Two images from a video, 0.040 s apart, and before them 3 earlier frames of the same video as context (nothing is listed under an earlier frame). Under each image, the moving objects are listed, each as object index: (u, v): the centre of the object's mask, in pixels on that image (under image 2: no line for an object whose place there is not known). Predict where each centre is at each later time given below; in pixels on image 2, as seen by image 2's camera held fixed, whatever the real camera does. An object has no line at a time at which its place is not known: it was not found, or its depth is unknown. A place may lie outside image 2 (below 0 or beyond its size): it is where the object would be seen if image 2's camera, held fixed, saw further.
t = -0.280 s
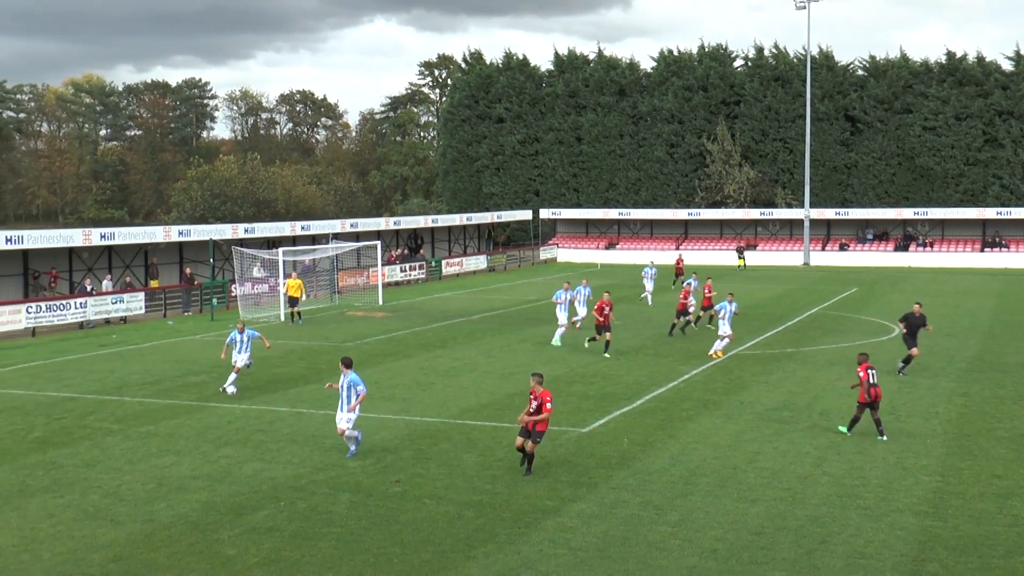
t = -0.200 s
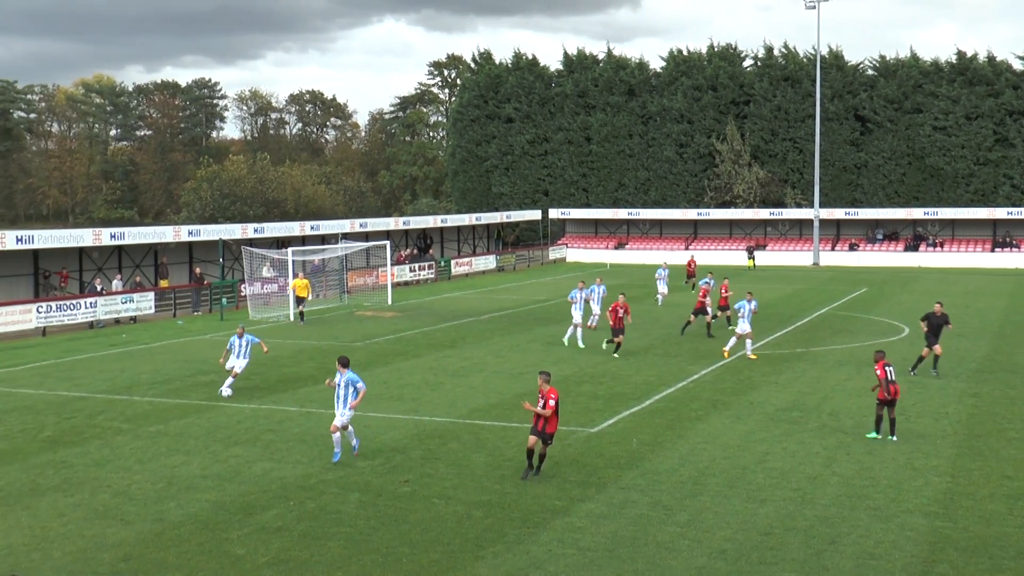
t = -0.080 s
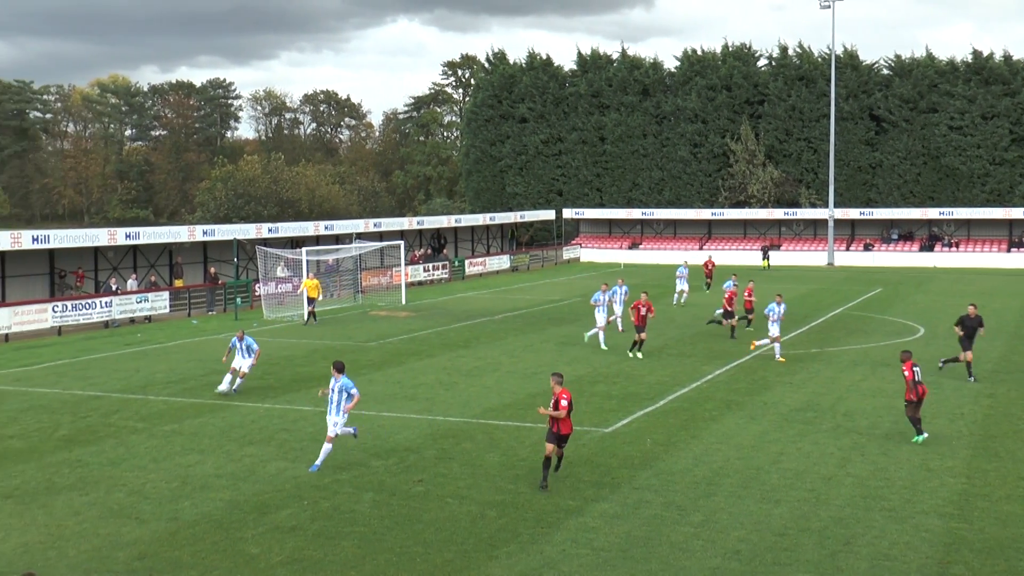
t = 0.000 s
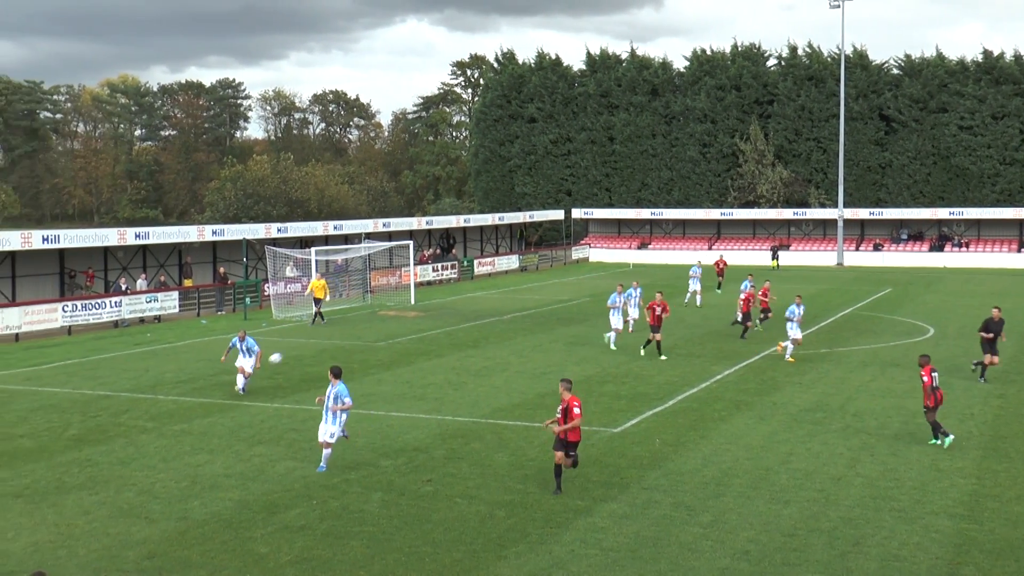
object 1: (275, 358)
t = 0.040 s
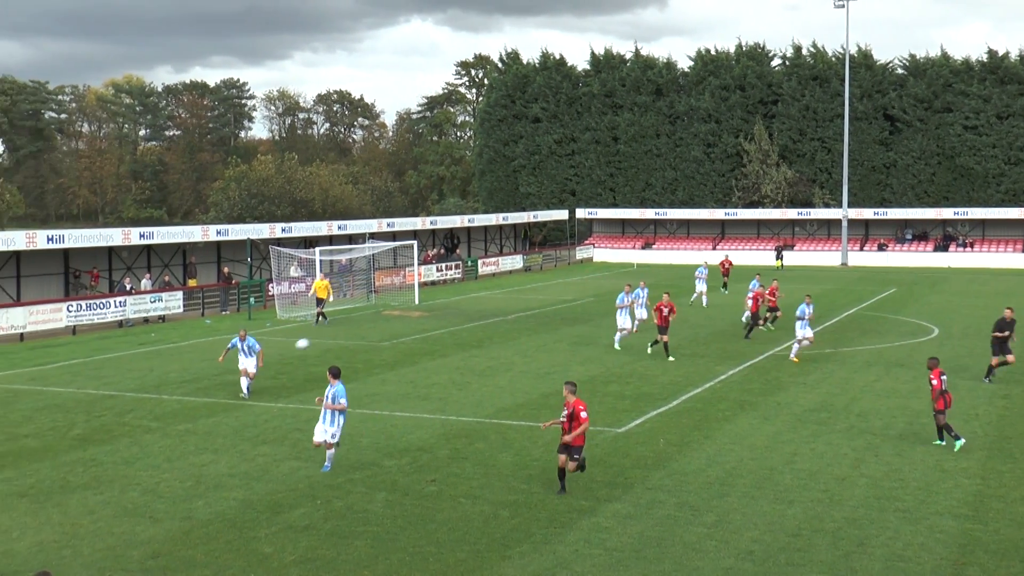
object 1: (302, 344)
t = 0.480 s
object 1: (610, 193)
